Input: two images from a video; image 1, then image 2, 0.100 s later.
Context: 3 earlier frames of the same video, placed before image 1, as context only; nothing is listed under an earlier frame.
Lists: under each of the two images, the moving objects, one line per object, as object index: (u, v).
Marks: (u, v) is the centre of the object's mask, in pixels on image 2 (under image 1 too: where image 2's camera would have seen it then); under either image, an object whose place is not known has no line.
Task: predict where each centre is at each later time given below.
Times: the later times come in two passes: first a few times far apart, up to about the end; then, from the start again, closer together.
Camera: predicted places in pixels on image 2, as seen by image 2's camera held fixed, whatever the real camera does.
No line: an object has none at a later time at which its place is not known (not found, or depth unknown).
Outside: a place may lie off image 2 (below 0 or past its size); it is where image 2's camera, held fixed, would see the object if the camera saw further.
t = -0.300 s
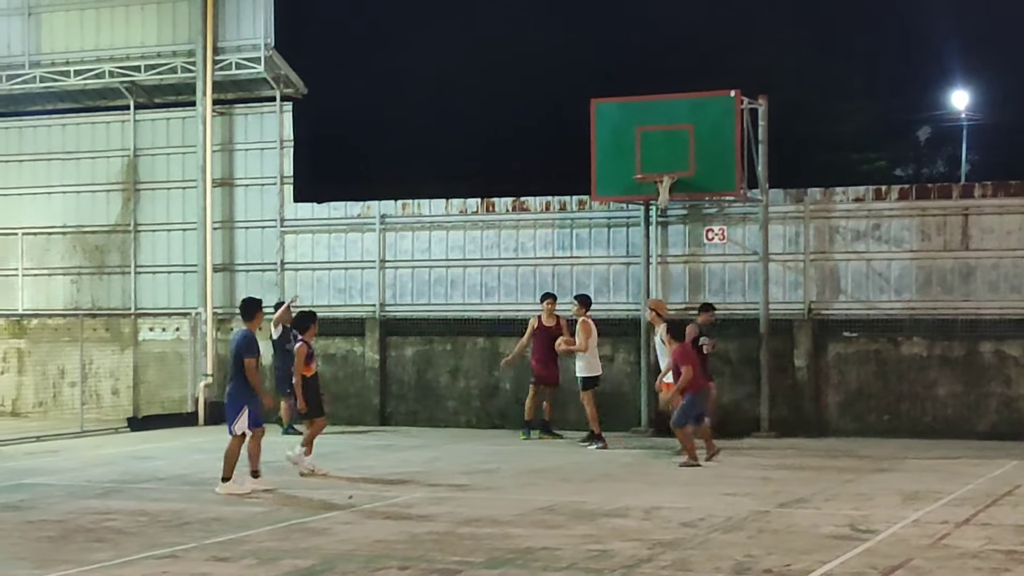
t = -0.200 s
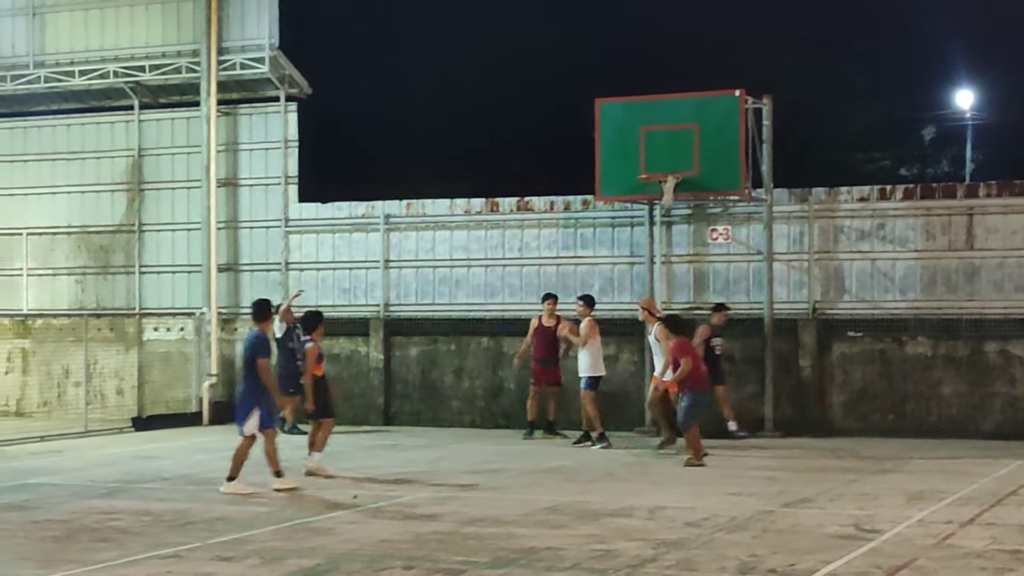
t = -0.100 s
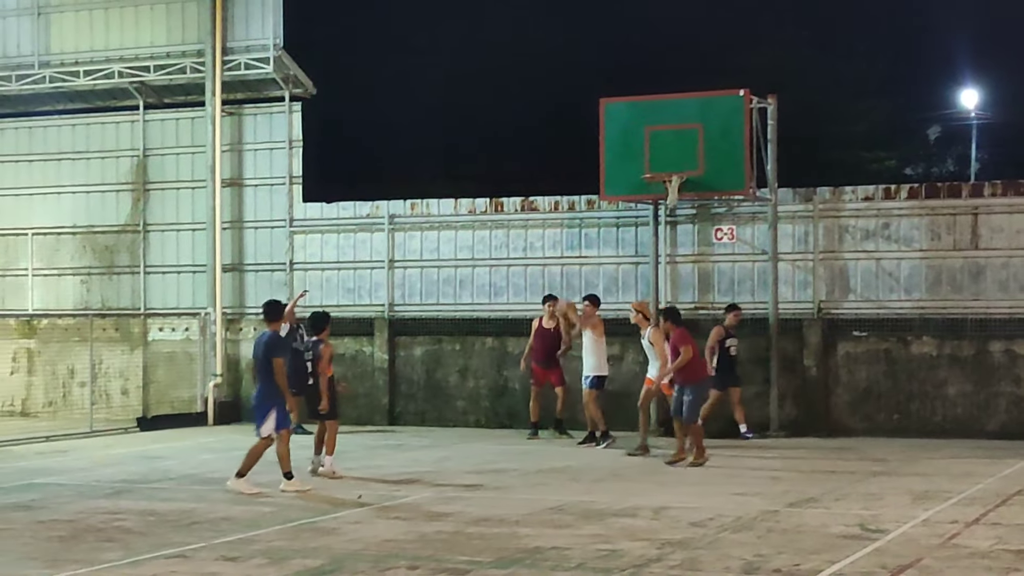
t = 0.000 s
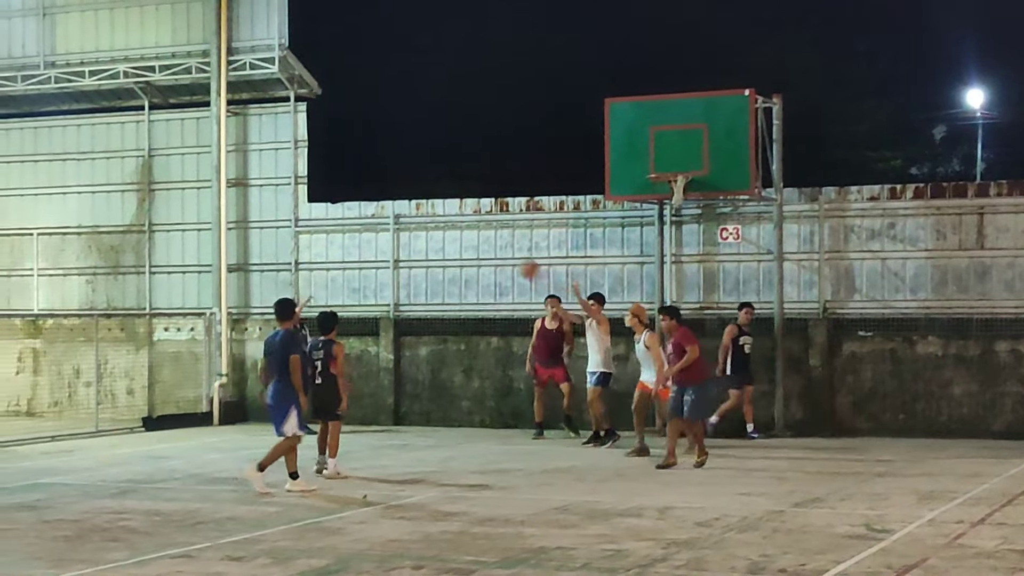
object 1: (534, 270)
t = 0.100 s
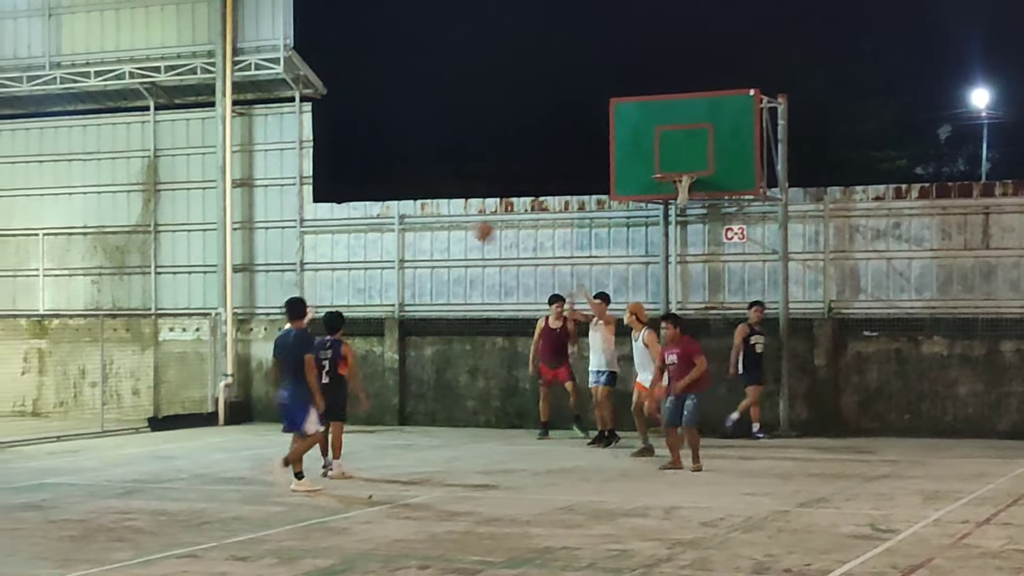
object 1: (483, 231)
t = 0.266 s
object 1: (398, 187)
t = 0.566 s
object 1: (238, 164)
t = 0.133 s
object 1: (468, 222)
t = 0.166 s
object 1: (450, 212)
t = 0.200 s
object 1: (431, 201)
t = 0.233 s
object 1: (415, 193)
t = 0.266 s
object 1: (398, 187)
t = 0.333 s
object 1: (363, 175)
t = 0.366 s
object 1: (345, 171)
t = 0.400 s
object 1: (328, 168)
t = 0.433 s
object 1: (313, 165)
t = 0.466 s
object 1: (293, 163)
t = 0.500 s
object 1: (274, 163)
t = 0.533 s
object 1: (256, 163)
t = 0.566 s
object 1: (238, 164)
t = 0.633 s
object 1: (201, 171)
